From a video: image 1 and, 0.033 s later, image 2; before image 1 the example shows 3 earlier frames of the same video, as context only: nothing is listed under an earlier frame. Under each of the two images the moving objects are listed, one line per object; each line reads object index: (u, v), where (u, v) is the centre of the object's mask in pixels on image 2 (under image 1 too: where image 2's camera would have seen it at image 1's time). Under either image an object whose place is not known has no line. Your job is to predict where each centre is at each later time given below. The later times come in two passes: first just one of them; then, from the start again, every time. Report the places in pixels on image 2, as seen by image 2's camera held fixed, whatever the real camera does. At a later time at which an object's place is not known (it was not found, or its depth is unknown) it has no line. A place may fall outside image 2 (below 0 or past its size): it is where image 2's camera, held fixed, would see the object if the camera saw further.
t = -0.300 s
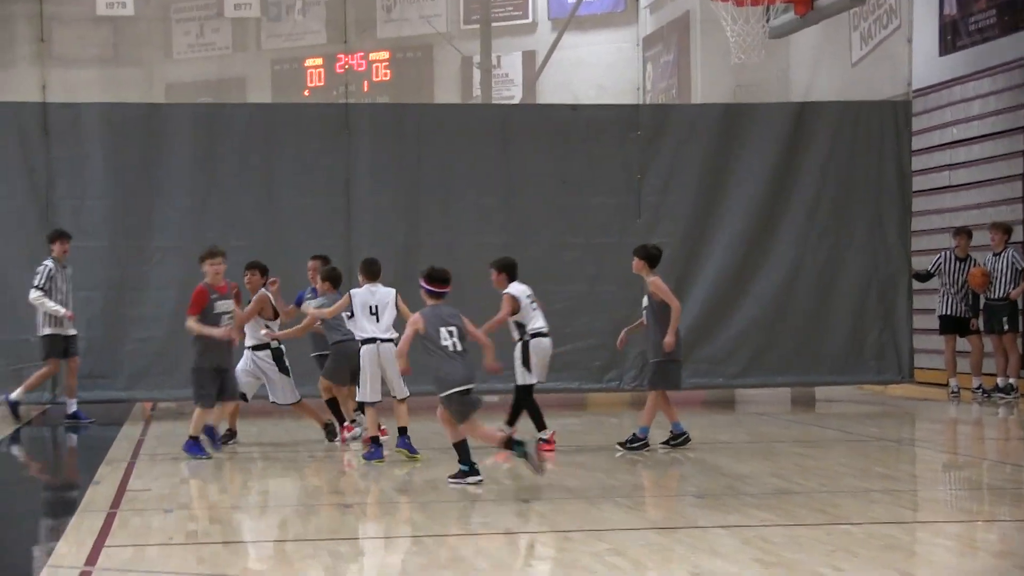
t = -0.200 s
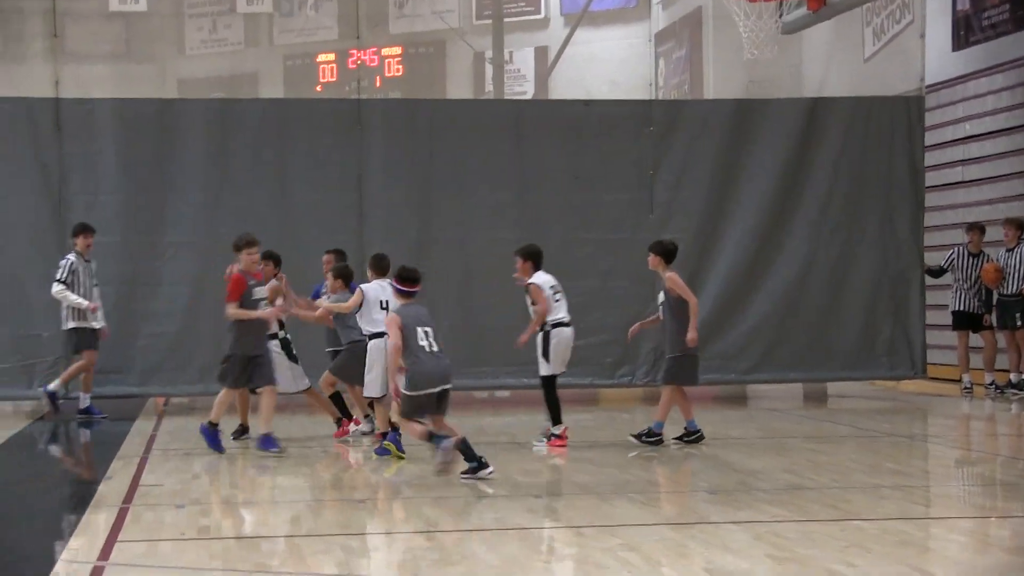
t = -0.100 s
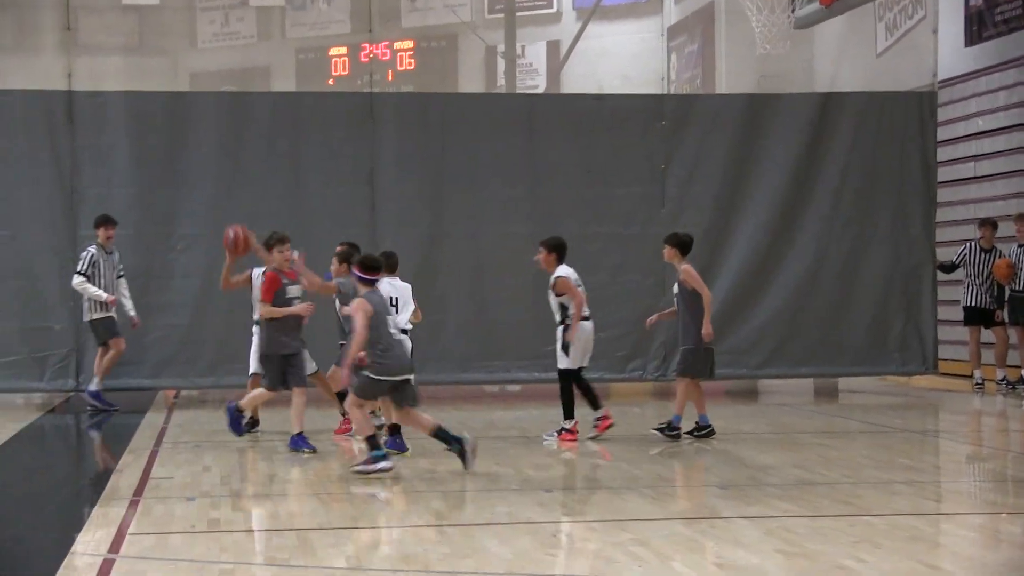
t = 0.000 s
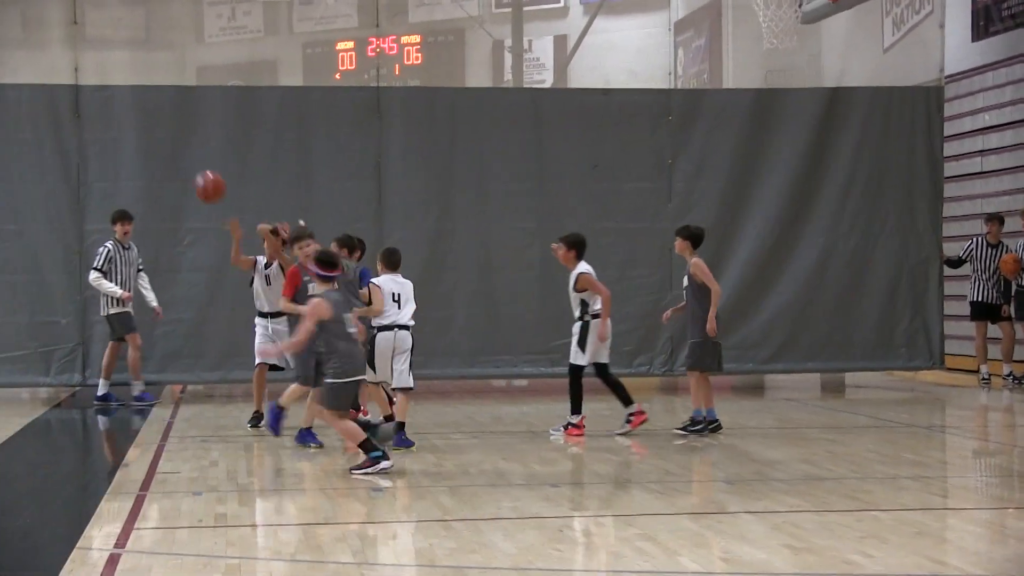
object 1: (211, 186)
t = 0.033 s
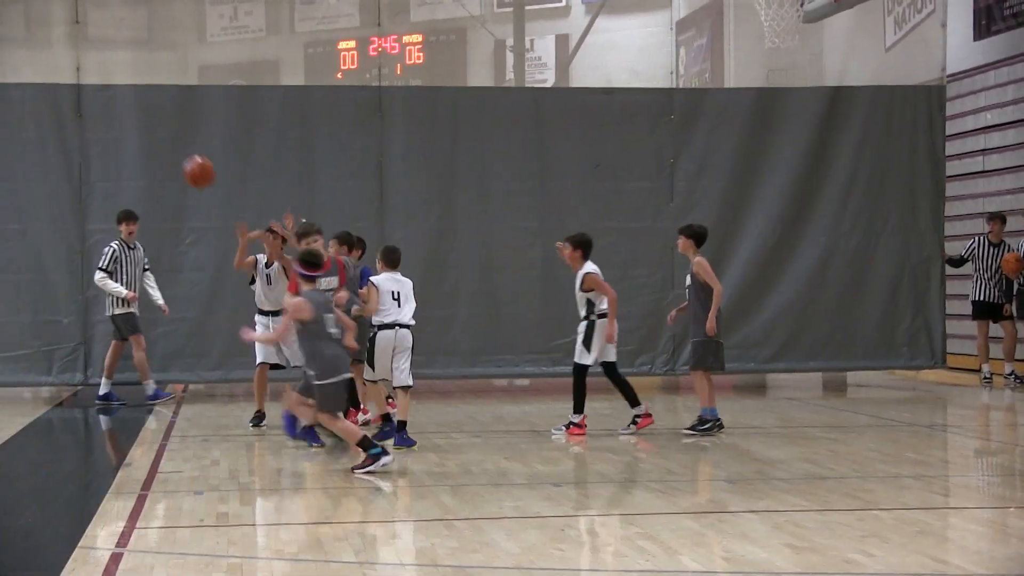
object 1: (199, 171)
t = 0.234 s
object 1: (116, 114)
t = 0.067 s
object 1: (186, 158)
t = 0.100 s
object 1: (173, 146)
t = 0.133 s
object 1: (160, 137)
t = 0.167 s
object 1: (145, 128)
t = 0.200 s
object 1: (131, 119)
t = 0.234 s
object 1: (116, 114)
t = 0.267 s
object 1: (102, 109)
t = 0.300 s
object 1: (86, 105)
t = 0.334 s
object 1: (70, 103)
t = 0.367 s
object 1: (54, 103)
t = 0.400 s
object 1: (38, 104)
